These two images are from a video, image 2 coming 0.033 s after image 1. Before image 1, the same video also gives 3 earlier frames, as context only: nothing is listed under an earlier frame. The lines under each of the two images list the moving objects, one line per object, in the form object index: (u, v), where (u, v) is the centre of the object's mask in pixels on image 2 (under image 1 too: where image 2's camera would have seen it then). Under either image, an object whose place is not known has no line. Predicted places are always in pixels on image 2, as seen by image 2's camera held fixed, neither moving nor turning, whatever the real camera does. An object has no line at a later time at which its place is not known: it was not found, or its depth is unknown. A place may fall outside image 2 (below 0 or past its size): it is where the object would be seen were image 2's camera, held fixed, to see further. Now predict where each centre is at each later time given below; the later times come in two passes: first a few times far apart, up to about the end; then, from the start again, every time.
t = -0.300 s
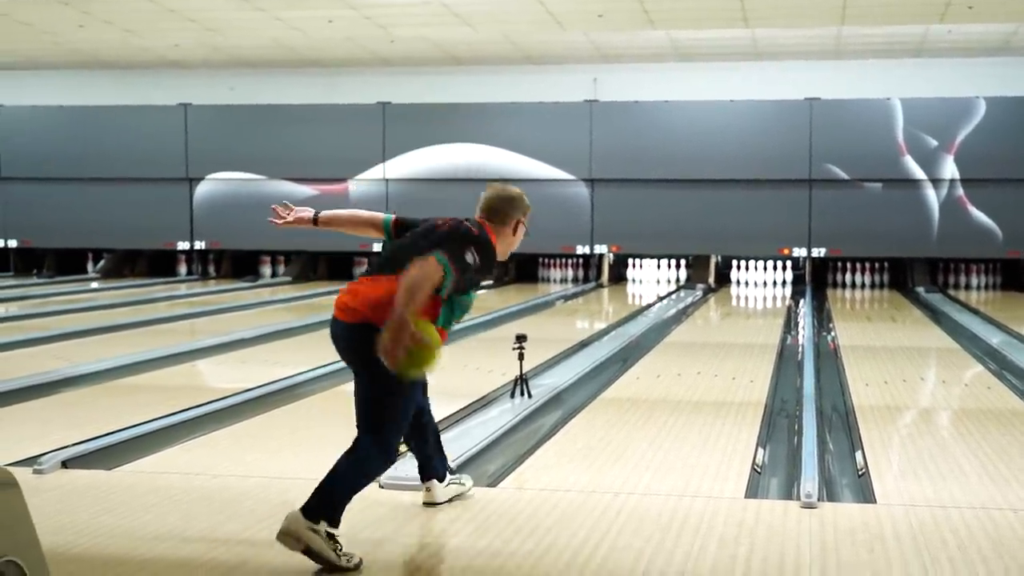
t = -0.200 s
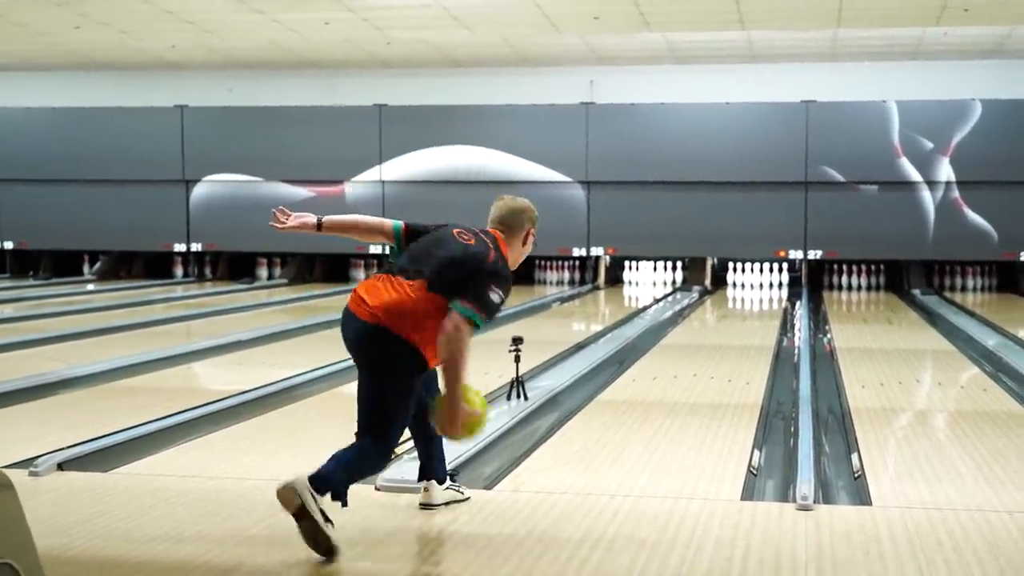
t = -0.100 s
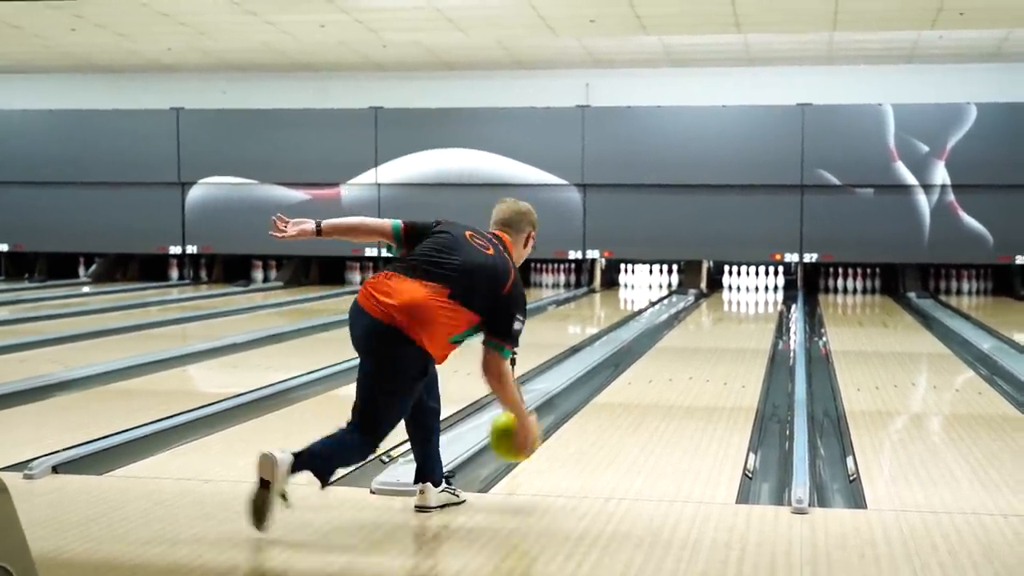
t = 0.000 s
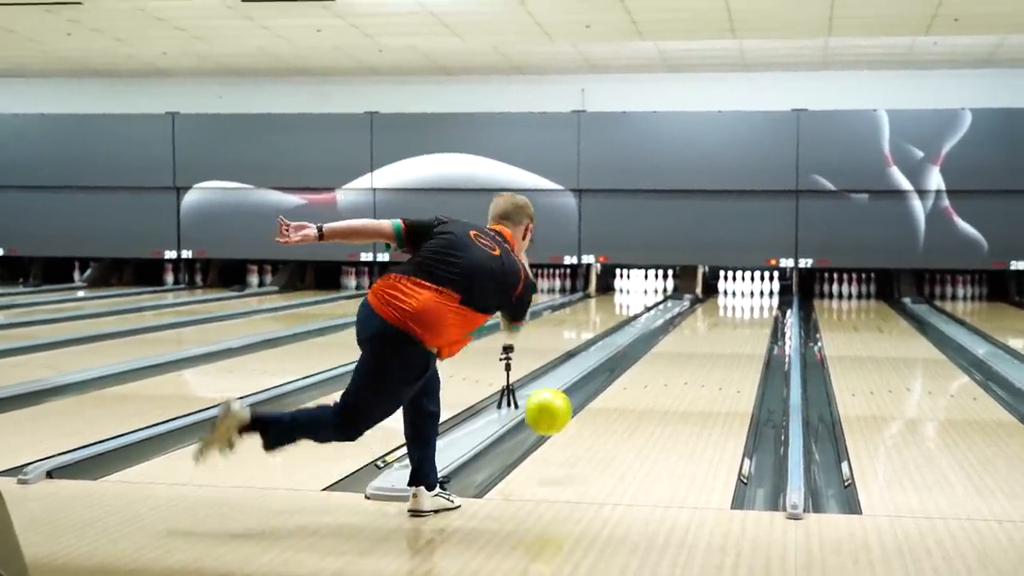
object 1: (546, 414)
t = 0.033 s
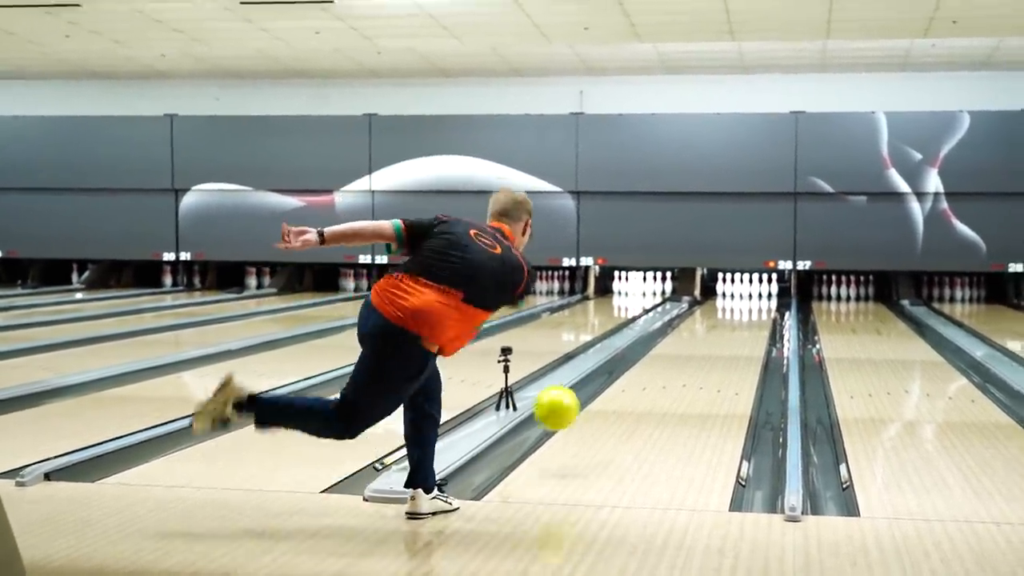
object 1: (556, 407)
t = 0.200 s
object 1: (600, 413)
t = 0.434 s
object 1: (642, 388)
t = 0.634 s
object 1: (668, 368)
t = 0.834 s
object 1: (686, 353)
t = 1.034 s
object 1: (700, 340)
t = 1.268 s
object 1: (710, 329)
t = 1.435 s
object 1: (715, 323)
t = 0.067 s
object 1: (566, 404)
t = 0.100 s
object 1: (575, 403)
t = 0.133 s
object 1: (584, 405)
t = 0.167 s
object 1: (592, 408)
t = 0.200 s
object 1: (600, 413)
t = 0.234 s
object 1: (607, 412)
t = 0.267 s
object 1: (614, 403)
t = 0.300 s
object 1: (621, 396)
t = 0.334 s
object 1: (627, 390)
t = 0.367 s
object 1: (632, 389)
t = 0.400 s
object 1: (637, 388)
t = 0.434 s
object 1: (642, 388)
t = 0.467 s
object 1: (647, 385)
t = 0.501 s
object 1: (652, 380)
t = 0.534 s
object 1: (656, 378)
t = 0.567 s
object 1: (660, 374)
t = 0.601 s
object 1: (664, 372)
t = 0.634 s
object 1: (668, 368)
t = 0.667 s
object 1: (672, 366)
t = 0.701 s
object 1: (675, 362)
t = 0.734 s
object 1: (677, 361)
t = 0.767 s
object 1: (680, 358)
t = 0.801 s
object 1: (683, 356)
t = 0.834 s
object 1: (686, 353)
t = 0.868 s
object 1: (688, 351)
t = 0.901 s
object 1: (691, 350)
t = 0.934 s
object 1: (693, 347)
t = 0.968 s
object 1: (695, 345)
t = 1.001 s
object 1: (697, 343)
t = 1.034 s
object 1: (700, 340)
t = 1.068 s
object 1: (701, 339)
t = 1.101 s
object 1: (702, 337)
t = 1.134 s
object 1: (704, 336)
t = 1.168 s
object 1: (706, 334)
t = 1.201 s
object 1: (707, 333)
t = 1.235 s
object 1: (709, 330)
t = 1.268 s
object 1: (710, 329)
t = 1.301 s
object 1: (711, 328)
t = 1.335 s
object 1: (712, 326)
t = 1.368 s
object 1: (712, 326)
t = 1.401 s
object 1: (714, 324)
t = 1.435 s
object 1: (715, 323)
